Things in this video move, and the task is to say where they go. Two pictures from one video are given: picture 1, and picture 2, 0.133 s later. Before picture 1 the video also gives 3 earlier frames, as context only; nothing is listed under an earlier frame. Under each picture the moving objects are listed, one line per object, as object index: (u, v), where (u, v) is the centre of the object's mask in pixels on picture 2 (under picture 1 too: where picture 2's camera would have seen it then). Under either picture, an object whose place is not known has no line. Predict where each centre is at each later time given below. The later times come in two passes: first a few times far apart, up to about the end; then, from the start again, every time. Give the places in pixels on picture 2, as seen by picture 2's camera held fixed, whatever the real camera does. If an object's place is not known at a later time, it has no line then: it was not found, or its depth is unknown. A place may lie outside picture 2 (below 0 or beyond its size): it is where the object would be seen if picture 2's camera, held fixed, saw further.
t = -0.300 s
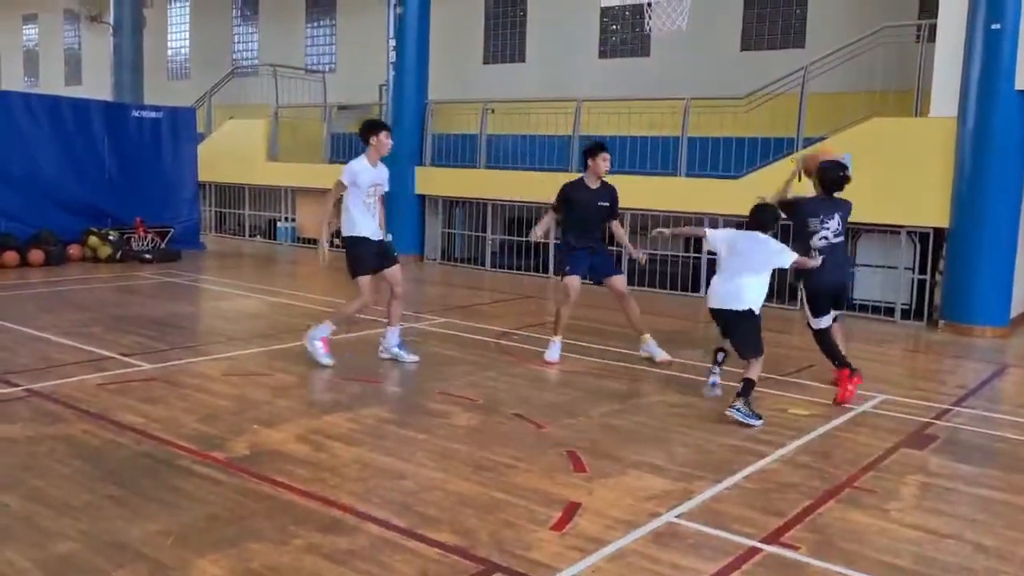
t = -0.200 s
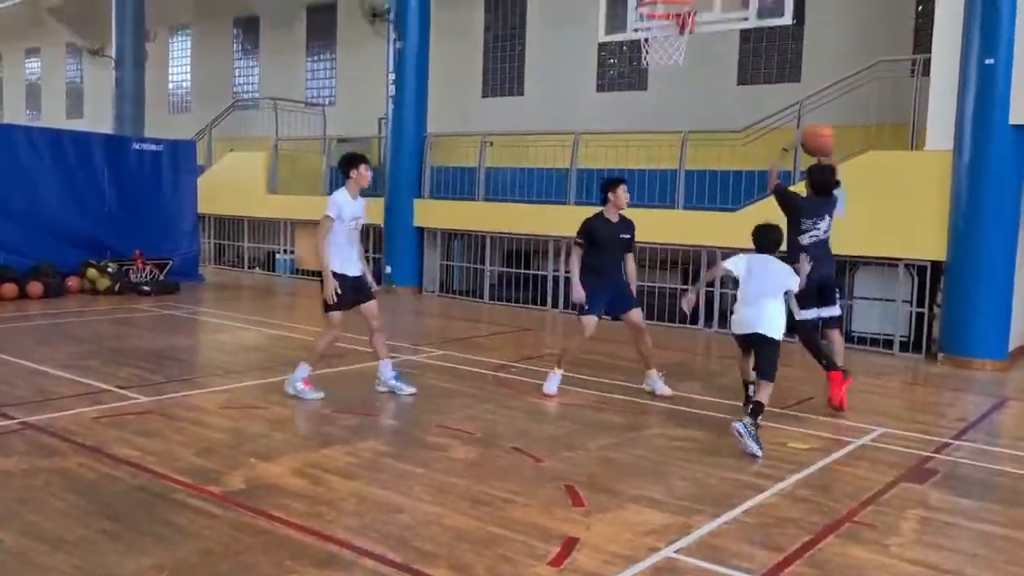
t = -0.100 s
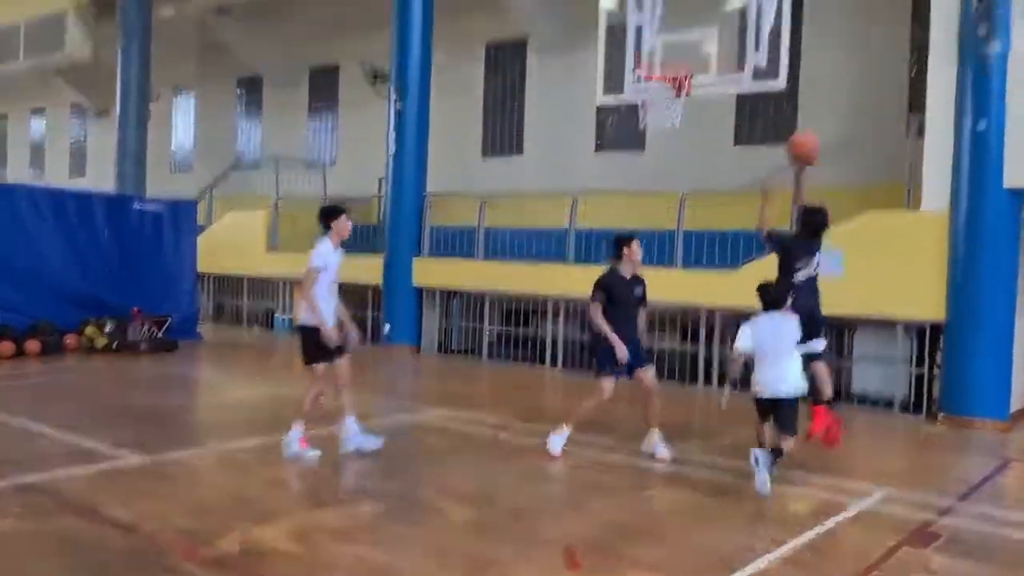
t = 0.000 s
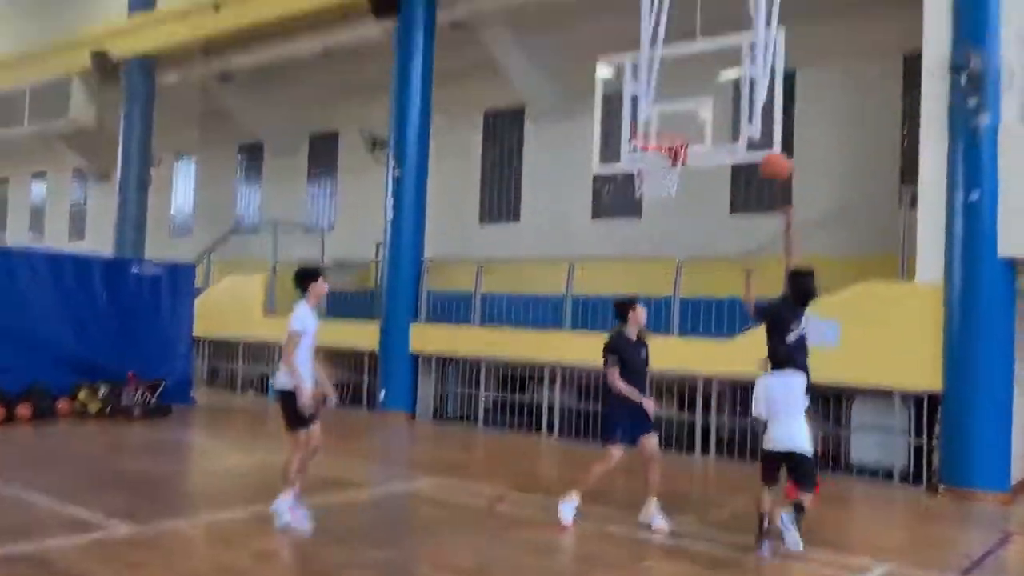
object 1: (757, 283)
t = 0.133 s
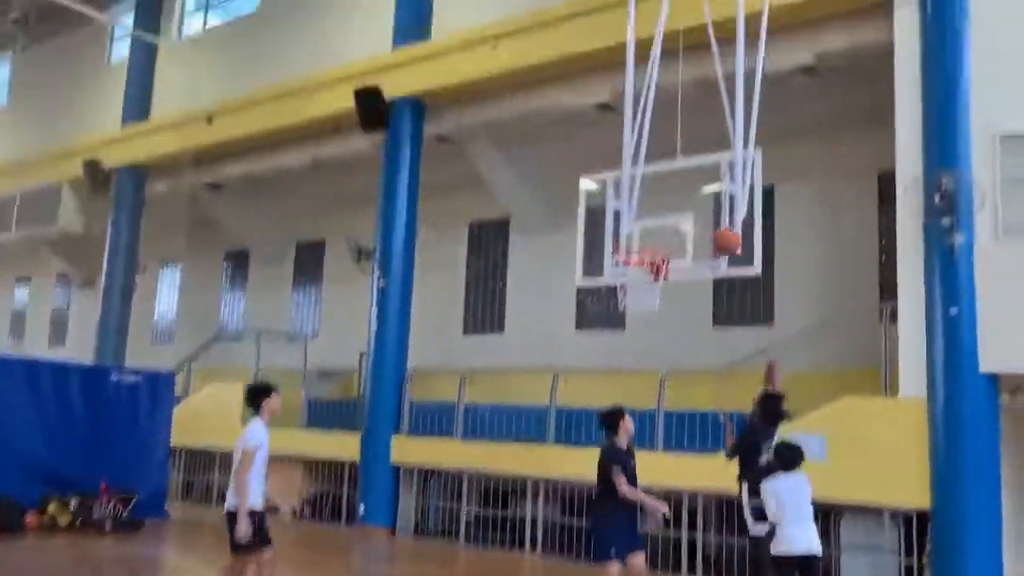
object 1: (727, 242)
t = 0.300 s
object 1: (691, 220)
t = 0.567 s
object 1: (643, 244)
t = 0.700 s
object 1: (623, 272)
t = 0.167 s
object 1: (718, 233)
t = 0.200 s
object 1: (710, 227)
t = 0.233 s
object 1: (706, 225)
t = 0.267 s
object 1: (697, 221)
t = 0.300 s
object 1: (691, 220)
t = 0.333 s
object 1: (685, 220)
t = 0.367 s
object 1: (678, 220)
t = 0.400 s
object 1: (673, 221)
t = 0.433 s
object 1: (667, 224)
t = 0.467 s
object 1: (661, 228)
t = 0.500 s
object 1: (655, 233)
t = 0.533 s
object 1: (649, 240)
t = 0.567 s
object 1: (643, 244)
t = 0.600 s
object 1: (639, 251)
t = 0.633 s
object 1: (634, 261)
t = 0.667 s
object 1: (630, 265)
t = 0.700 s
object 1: (623, 272)
